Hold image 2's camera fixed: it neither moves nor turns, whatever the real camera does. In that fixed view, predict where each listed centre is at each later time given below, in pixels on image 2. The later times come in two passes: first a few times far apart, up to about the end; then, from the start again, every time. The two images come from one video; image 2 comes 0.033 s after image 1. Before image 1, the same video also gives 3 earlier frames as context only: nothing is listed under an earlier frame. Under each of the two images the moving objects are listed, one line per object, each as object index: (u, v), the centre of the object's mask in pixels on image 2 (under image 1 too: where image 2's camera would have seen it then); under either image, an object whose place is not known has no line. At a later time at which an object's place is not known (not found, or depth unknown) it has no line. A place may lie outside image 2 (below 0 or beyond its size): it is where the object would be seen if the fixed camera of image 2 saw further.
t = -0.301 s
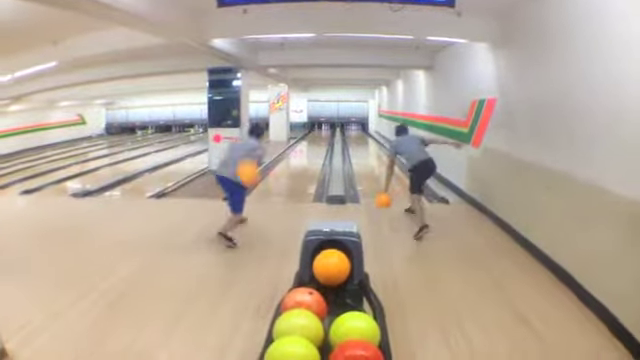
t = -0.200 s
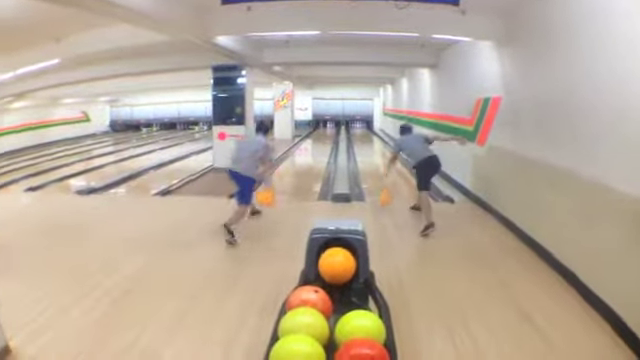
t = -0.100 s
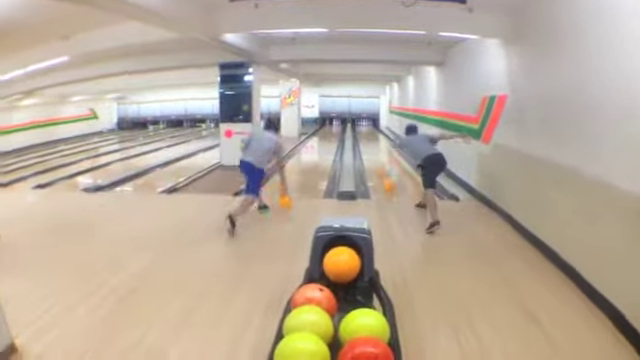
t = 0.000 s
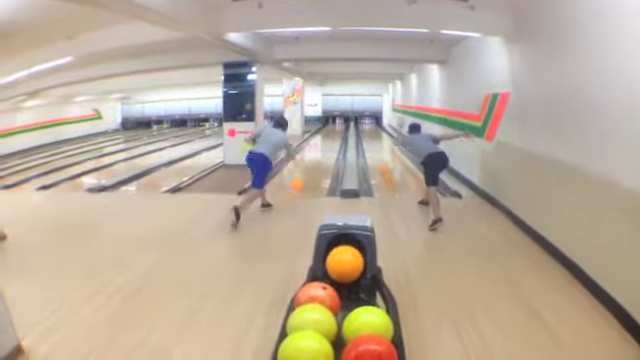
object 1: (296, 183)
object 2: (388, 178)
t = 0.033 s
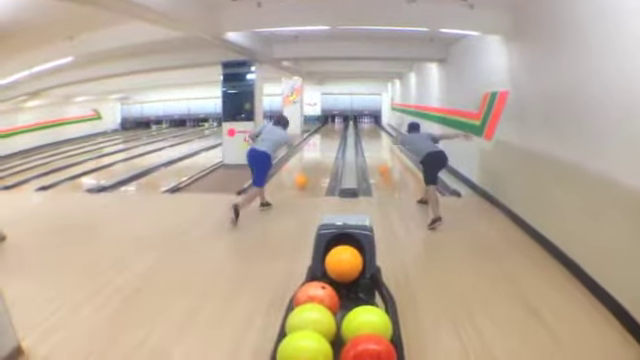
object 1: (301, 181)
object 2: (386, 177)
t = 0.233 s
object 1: (309, 169)
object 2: (381, 164)
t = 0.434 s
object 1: (317, 156)
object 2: (373, 157)
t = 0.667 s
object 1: (325, 145)
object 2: (372, 146)
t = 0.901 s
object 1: (329, 140)
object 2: (371, 142)
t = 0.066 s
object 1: (302, 179)
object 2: (385, 174)
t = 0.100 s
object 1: (302, 178)
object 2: (383, 169)
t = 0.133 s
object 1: (304, 175)
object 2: (382, 168)
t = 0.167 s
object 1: (309, 169)
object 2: (381, 165)
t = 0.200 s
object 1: (309, 168)
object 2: (381, 164)
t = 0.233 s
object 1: (309, 169)
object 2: (381, 164)
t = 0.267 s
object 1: (312, 162)
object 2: (379, 159)
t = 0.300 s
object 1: (314, 162)
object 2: (378, 159)
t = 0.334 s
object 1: (314, 161)
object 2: (377, 160)
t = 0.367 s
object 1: (314, 160)
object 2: (376, 160)
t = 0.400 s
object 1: (314, 159)
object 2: (375, 159)
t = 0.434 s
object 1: (317, 156)
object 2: (373, 157)
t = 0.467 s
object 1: (317, 154)
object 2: (373, 155)
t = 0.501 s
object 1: (319, 152)
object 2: (373, 152)
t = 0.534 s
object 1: (320, 151)
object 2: (373, 151)
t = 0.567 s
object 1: (321, 151)
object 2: (372, 152)
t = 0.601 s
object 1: (322, 148)
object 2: (373, 150)
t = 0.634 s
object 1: (325, 144)
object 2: (373, 147)
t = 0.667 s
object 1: (325, 145)
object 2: (372, 146)
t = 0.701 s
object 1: (324, 146)
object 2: (372, 146)
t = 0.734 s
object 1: (325, 145)
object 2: (372, 145)
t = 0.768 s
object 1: (325, 143)
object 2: (372, 145)
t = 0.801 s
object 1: (325, 144)
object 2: (372, 146)
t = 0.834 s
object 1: (327, 142)
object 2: (372, 146)
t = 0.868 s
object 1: (327, 141)
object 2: (372, 145)
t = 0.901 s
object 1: (329, 140)
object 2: (371, 142)
